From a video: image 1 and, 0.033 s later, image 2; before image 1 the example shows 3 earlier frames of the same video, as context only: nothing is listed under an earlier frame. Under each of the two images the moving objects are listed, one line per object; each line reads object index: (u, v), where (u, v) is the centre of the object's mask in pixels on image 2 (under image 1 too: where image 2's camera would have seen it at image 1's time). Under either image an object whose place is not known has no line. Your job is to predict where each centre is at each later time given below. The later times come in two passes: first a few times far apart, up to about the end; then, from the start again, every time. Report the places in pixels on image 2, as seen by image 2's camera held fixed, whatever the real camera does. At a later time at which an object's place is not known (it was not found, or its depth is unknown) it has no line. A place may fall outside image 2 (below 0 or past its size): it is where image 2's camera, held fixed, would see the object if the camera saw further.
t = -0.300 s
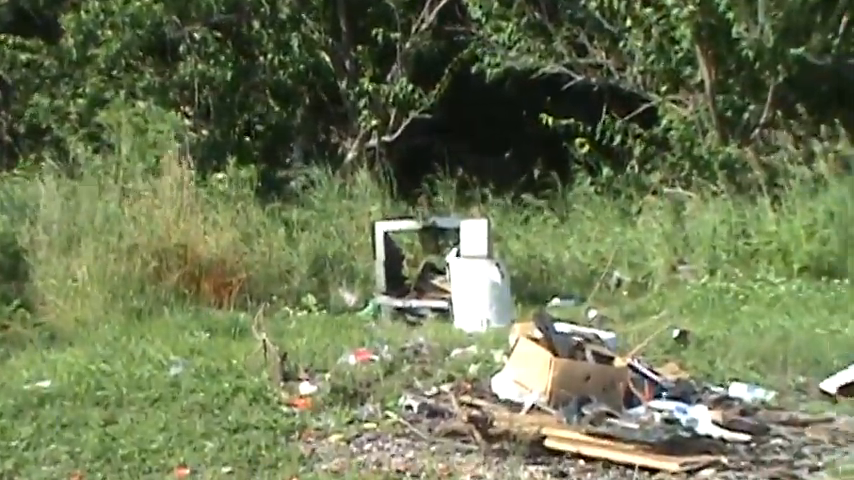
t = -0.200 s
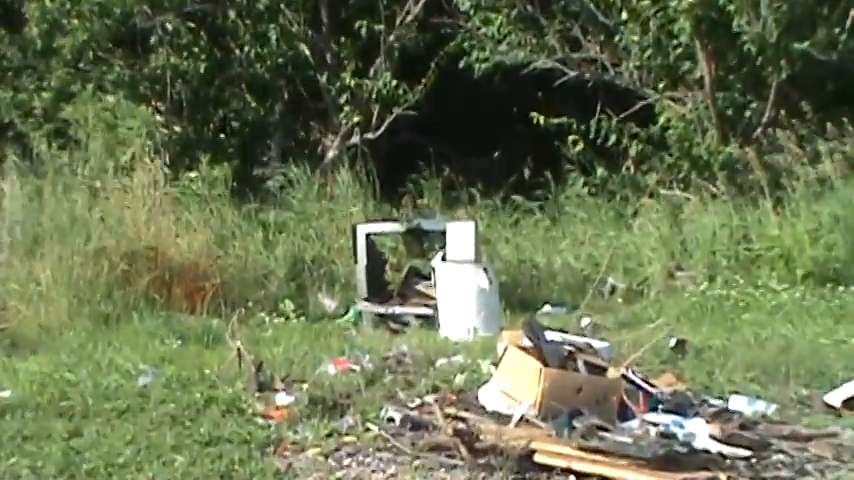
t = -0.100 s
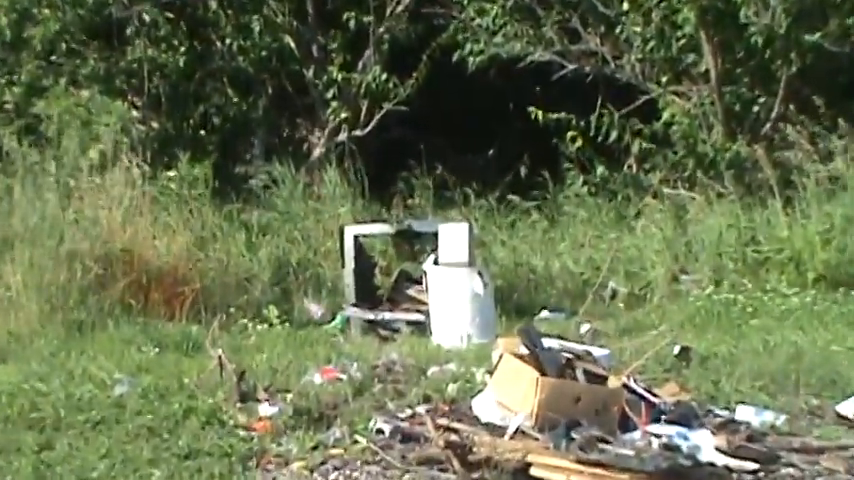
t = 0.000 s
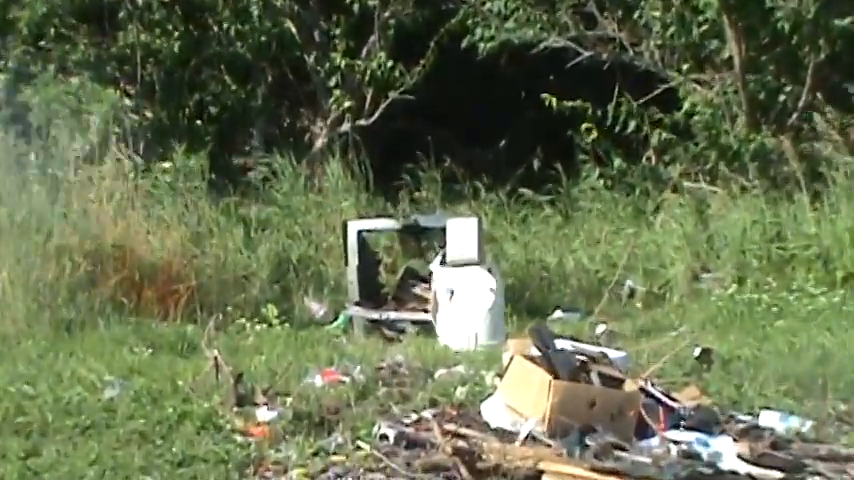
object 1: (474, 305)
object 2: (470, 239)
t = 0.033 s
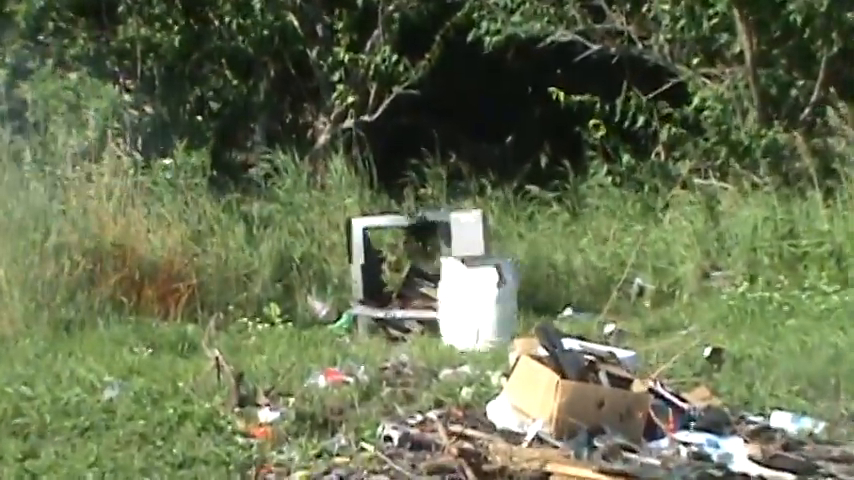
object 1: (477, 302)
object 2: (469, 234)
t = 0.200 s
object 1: (499, 289)
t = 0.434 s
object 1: (522, 302)
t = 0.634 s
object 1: (514, 304)
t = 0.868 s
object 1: (500, 306)
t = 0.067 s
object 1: (480, 298)
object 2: (470, 229)
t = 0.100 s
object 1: (487, 298)
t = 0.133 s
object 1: (492, 294)
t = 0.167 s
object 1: (496, 291)
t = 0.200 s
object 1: (499, 289)
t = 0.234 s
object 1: (503, 288)
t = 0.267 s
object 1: (507, 288)
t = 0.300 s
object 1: (511, 289)
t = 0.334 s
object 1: (509, 298)
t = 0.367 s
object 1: (514, 298)
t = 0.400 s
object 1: (514, 306)
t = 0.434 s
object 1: (522, 302)
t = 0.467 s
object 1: (529, 303)
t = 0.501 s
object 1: (514, 312)
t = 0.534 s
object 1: (515, 311)
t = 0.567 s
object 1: (516, 309)
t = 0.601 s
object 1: (516, 306)
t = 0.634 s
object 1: (514, 304)
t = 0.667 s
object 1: (513, 302)
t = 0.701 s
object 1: (511, 301)
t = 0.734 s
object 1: (509, 301)
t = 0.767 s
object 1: (507, 302)
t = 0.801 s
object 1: (505, 303)
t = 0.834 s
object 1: (503, 305)
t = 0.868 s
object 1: (500, 306)
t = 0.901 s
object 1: (499, 308)
